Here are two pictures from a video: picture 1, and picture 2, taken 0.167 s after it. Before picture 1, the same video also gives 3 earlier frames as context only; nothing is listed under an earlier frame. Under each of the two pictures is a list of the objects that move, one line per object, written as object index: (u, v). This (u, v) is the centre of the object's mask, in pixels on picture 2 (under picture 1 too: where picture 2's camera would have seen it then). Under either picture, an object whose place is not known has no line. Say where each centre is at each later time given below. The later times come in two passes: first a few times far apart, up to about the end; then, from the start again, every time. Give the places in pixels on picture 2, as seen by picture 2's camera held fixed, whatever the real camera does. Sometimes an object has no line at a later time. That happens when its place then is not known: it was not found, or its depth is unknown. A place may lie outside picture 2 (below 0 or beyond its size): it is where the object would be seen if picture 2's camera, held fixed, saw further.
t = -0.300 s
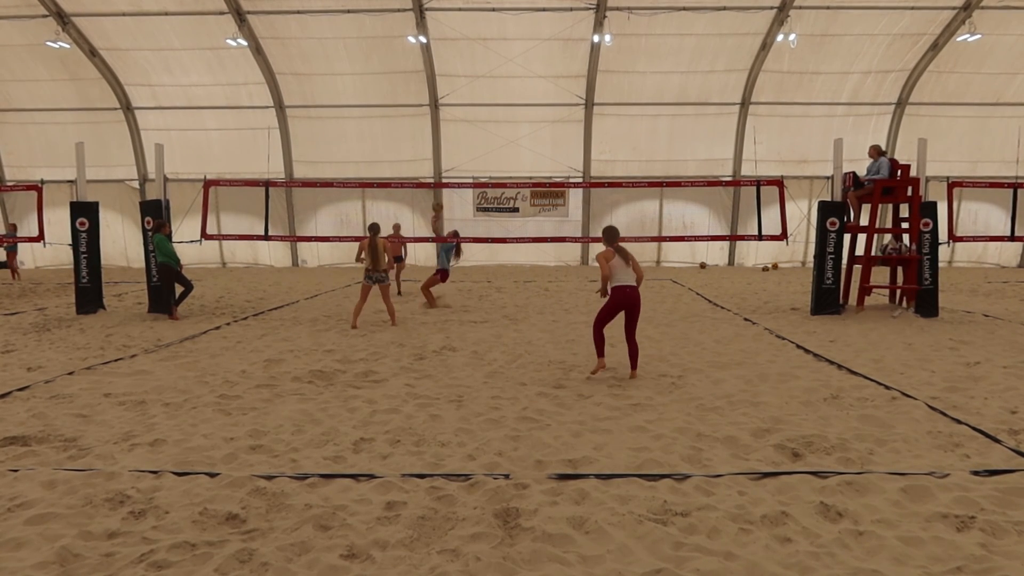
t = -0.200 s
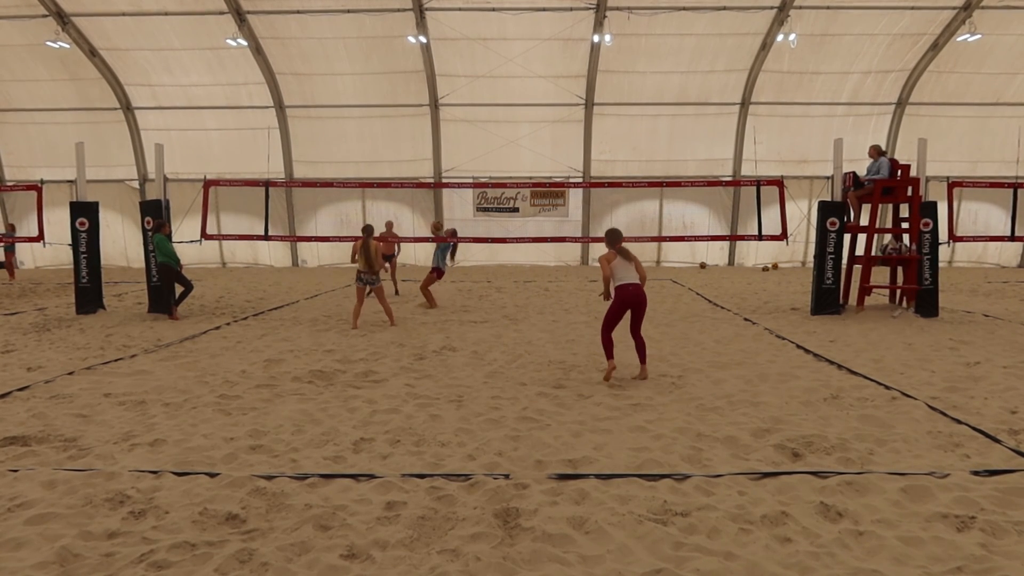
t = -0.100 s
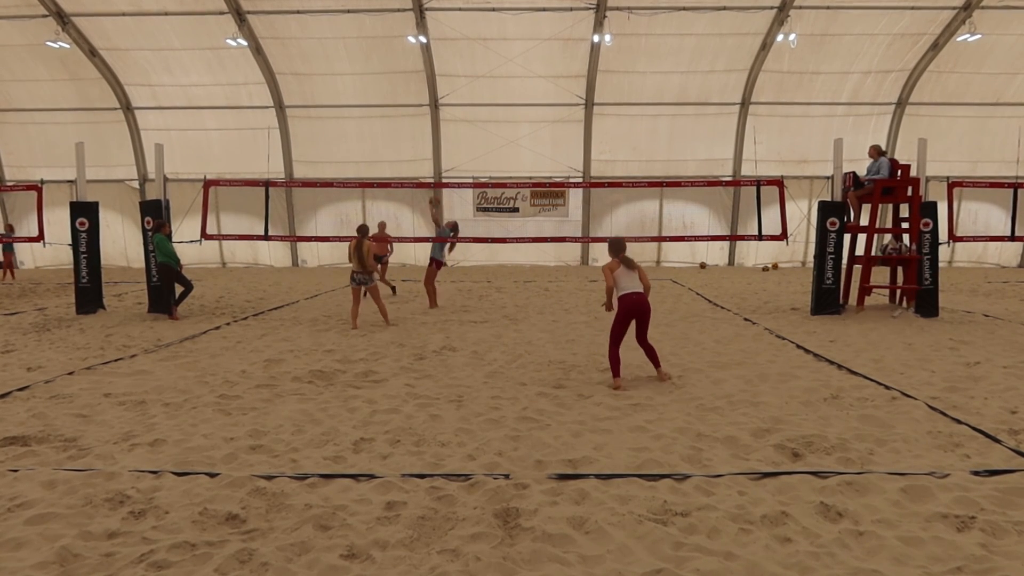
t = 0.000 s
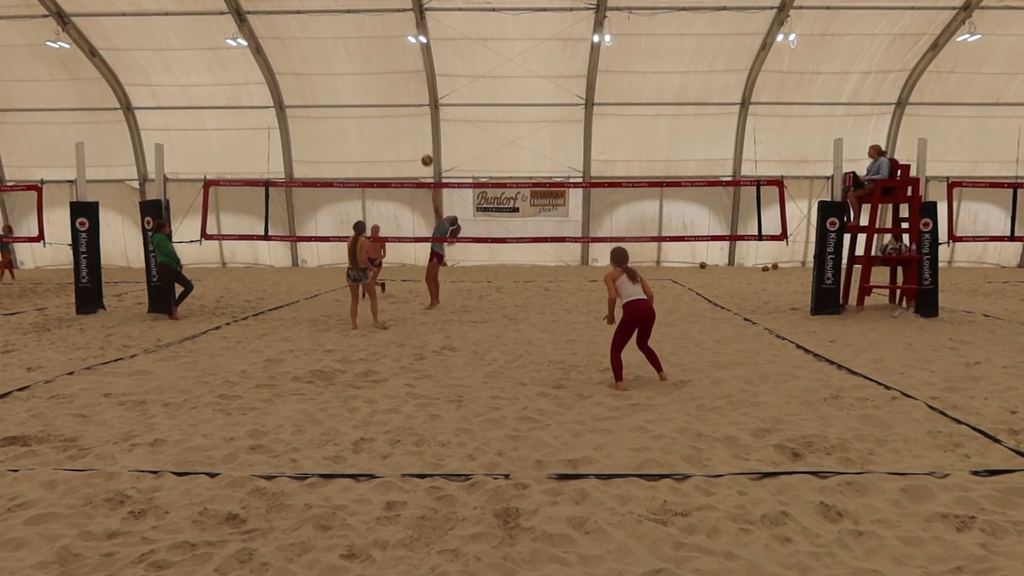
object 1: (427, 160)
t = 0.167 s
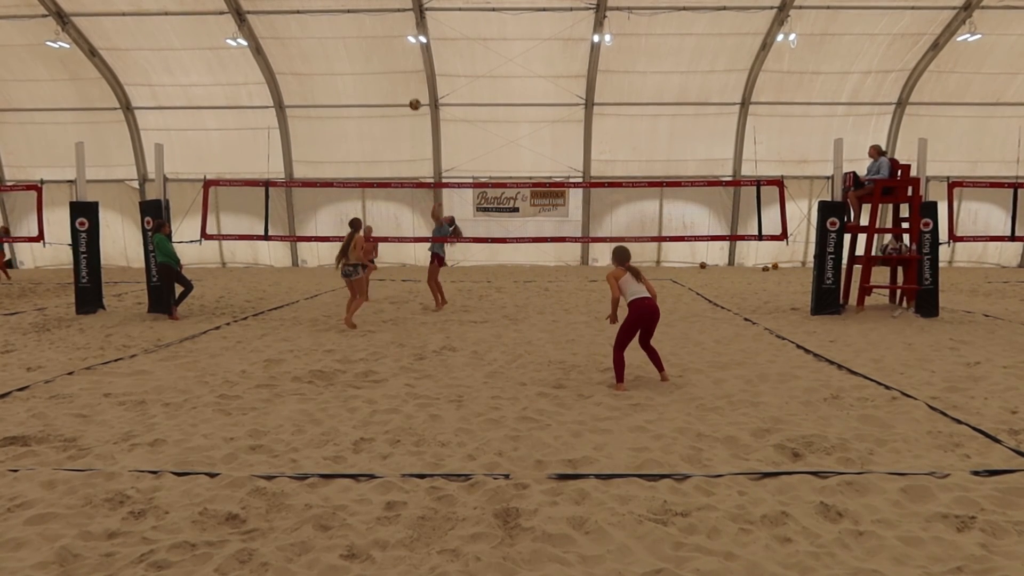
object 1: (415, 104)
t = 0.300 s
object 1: (404, 71)
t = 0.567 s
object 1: (383, 33)
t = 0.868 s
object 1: (359, 39)
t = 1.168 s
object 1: (337, 96)
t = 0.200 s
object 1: (412, 95)
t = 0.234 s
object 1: (409, 86)
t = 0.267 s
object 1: (407, 78)
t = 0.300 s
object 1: (404, 71)
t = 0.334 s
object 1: (401, 64)
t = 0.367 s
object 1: (399, 58)
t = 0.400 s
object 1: (396, 52)
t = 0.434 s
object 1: (394, 47)
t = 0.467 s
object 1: (391, 42)
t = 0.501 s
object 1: (388, 39)
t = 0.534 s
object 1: (386, 36)
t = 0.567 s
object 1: (383, 33)
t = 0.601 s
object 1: (380, 31)
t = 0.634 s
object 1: (378, 30)
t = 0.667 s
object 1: (375, 30)
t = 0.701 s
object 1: (372, 30)
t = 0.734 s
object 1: (370, 30)
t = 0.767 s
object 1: (367, 32)
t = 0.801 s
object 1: (365, 33)
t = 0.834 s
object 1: (362, 36)
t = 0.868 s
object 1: (359, 39)
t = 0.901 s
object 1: (357, 43)
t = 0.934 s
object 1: (354, 47)
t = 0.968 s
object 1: (352, 52)
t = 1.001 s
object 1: (349, 58)
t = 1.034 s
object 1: (347, 65)
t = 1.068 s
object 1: (344, 72)
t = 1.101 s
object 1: (342, 79)
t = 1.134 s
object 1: (339, 88)
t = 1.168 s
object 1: (337, 96)
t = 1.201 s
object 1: (335, 106)
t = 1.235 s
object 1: (332, 116)
